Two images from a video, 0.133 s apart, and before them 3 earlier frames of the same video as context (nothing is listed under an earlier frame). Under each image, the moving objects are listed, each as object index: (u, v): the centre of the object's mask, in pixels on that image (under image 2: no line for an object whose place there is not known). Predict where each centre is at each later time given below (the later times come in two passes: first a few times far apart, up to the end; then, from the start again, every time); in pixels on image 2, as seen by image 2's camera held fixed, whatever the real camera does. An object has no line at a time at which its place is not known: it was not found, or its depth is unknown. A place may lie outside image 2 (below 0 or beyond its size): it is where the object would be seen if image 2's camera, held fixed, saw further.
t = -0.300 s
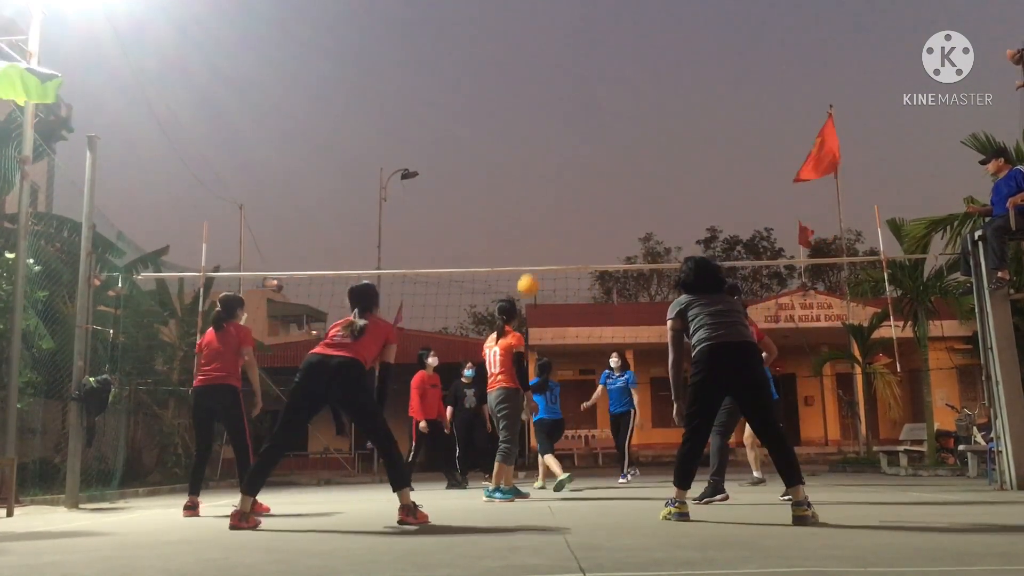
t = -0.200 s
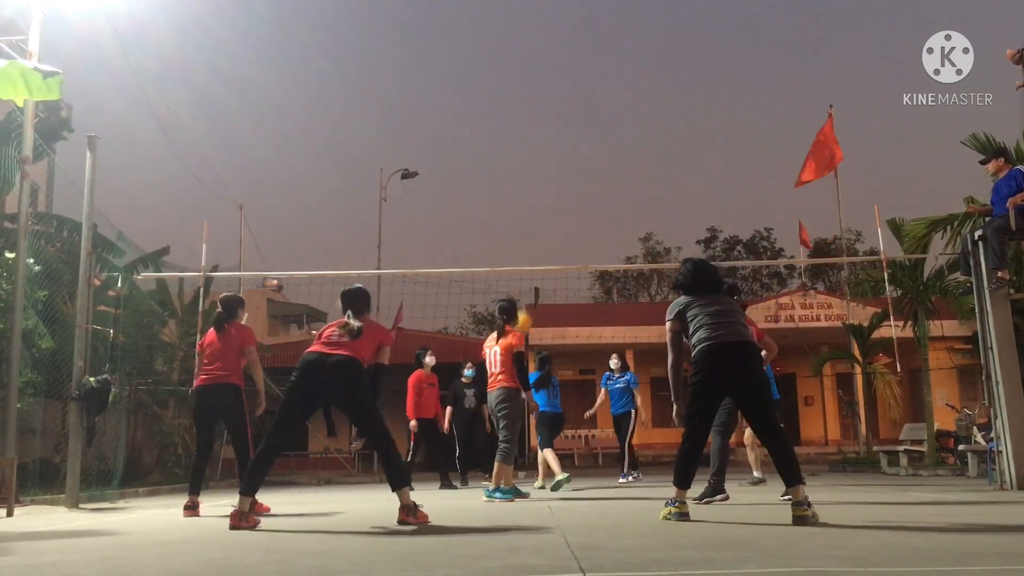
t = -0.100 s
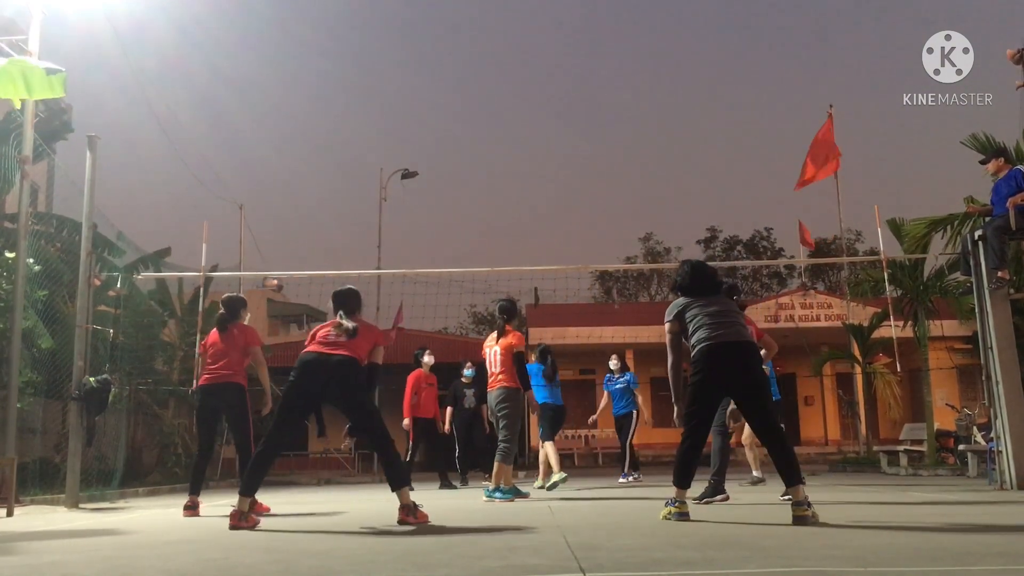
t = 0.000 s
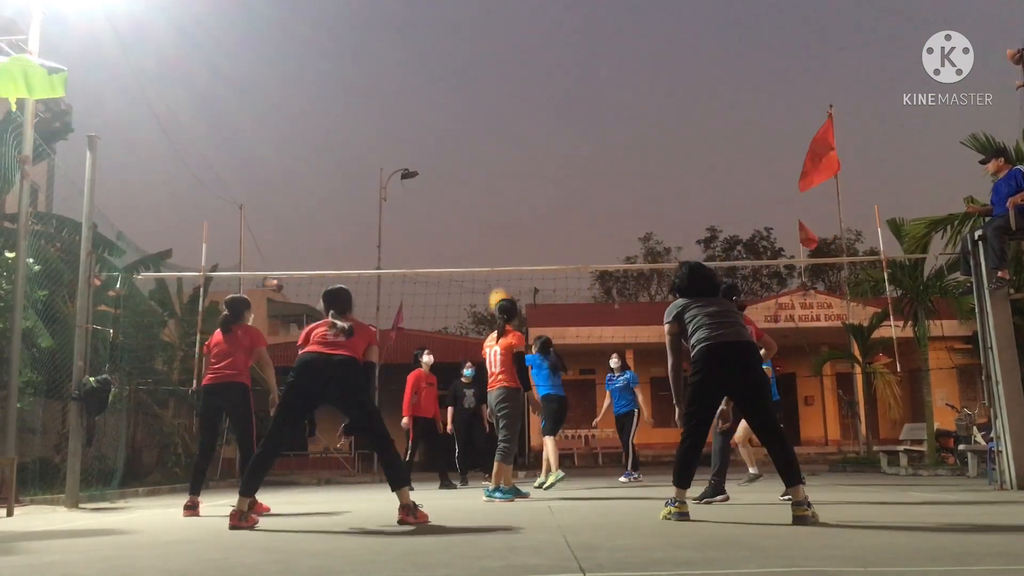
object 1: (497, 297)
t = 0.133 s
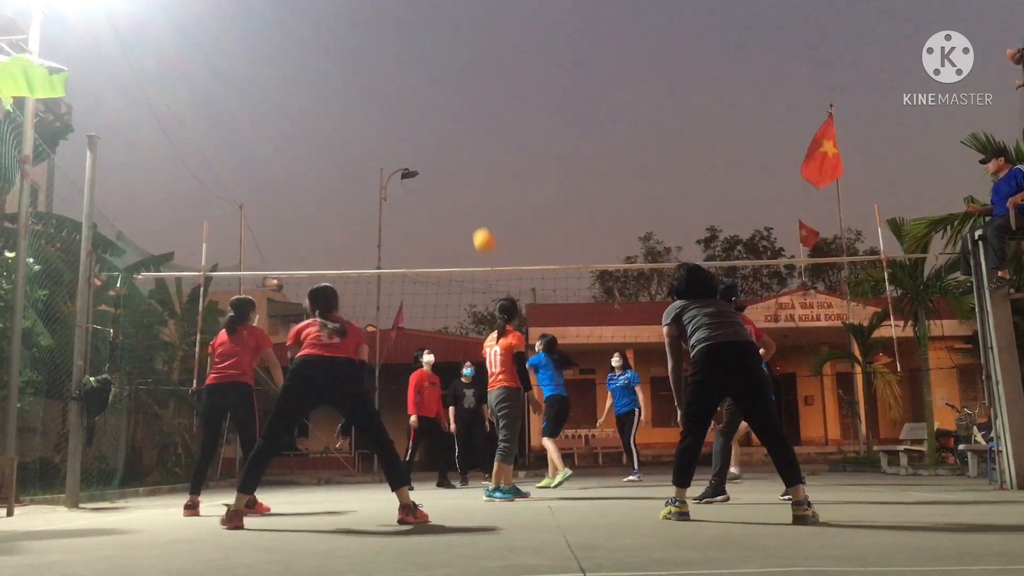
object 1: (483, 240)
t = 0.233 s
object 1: (473, 206)
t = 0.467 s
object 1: (449, 161)
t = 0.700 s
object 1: (428, 162)
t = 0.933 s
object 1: (406, 207)
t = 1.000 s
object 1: (400, 229)
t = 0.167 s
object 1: (480, 228)
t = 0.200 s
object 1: (476, 216)
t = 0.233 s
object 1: (473, 206)
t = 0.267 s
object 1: (469, 197)
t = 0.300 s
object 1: (466, 188)
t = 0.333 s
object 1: (463, 181)
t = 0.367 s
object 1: (459, 175)
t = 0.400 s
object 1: (456, 170)
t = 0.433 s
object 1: (453, 165)
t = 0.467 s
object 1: (449, 161)
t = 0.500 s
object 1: (446, 158)
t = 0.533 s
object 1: (443, 157)
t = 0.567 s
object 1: (440, 156)
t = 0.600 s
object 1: (437, 156)
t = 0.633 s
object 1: (434, 157)
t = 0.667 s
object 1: (431, 159)
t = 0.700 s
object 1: (428, 162)
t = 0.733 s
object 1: (425, 165)
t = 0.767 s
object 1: (421, 170)
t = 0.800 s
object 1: (419, 176)
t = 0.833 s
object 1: (415, 183)
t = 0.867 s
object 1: (412, 190)
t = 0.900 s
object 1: (409, 198)
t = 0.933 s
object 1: (406, 207)
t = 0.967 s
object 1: (403, 218)
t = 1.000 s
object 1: (400, 229)
